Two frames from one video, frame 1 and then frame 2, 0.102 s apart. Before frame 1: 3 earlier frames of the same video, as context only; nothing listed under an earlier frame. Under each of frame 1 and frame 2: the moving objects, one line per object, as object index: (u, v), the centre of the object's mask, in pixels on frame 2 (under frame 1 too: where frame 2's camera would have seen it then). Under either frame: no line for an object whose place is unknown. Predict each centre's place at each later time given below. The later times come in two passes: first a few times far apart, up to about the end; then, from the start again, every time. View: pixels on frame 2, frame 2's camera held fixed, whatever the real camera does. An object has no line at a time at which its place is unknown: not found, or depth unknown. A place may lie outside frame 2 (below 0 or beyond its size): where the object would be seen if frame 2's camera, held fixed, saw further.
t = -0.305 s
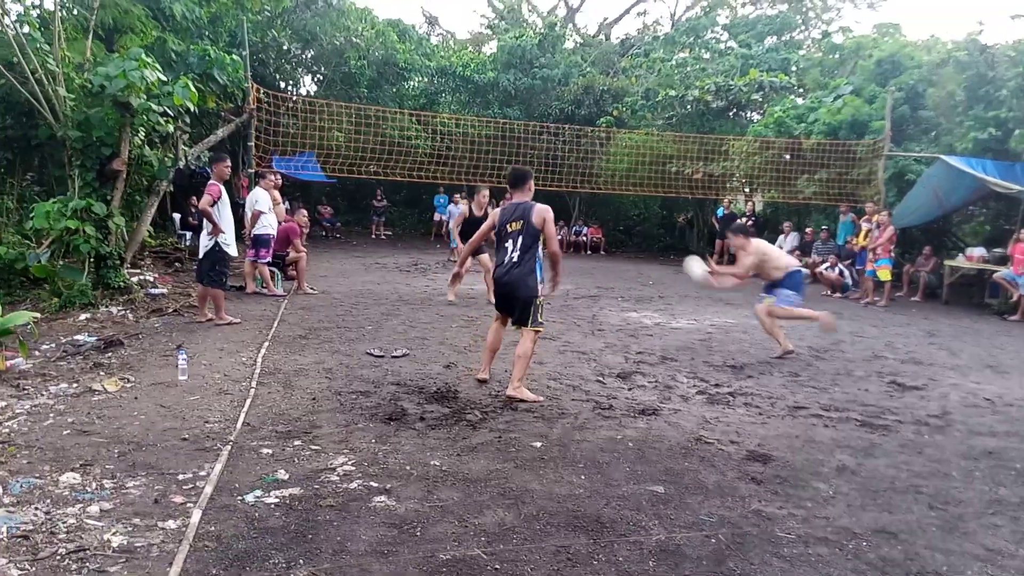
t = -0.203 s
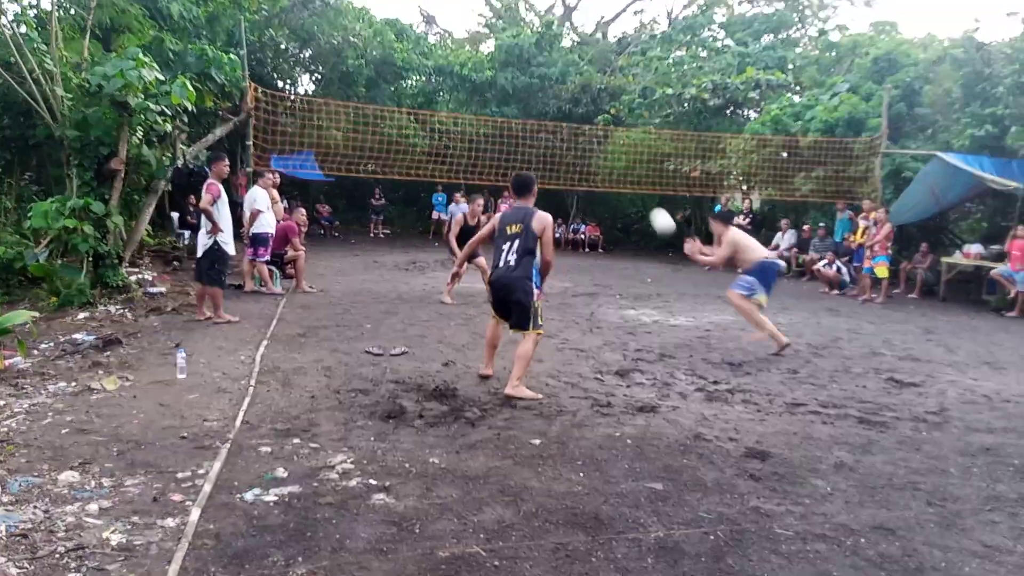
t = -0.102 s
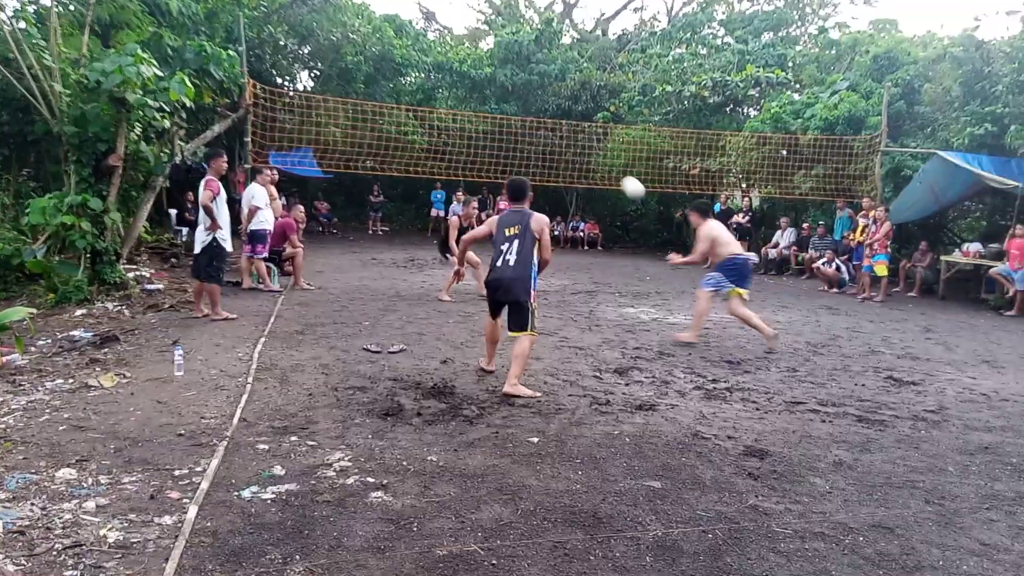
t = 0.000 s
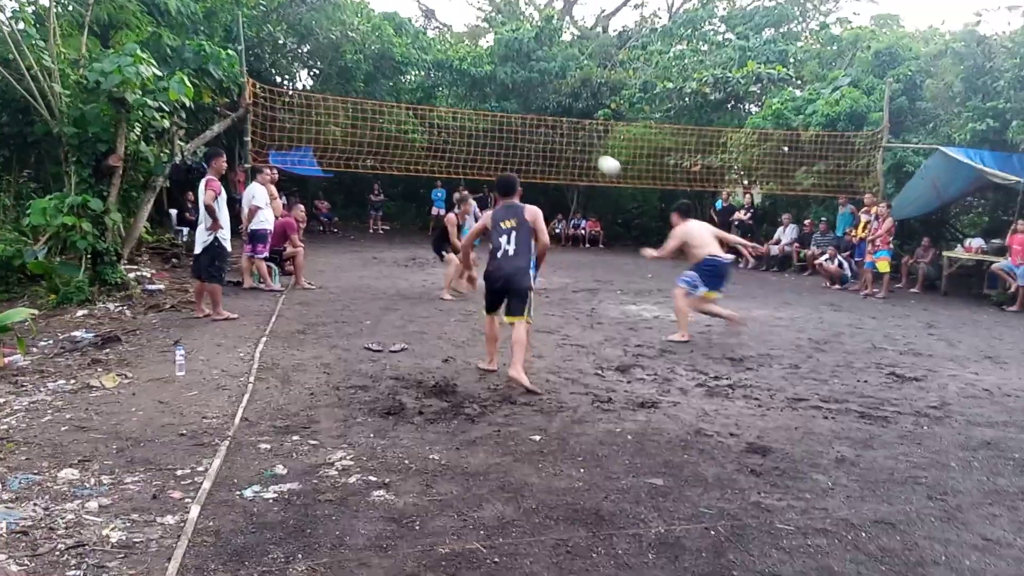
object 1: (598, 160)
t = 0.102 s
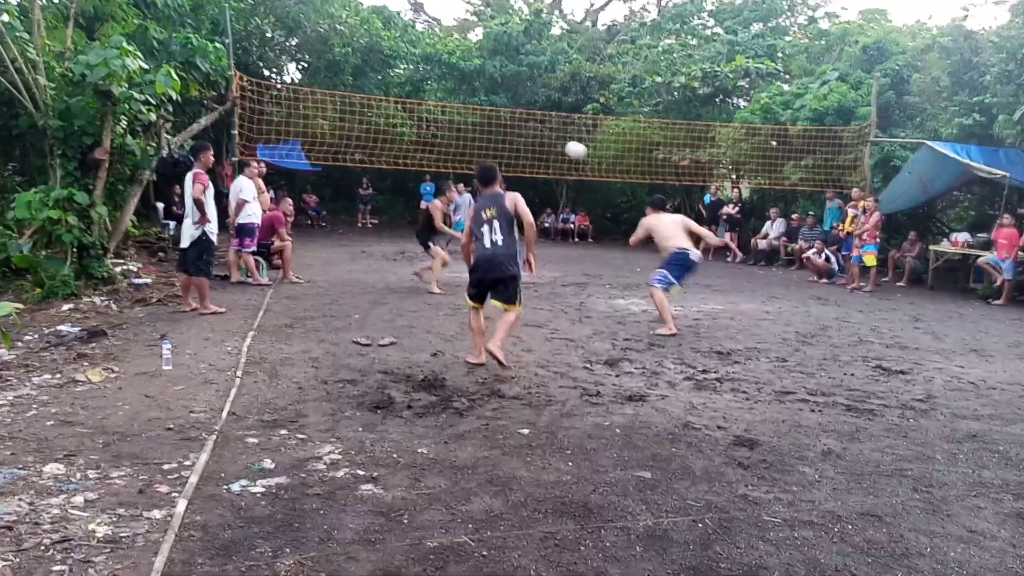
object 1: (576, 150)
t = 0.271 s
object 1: (543, 152)
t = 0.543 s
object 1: (542, 159)
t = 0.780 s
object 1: (563, 173)
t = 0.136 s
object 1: (569, 149)
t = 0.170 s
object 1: (562, 148)
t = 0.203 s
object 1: (556, 149)
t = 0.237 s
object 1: (550, 150)
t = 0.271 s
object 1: (543, 152)
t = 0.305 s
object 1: (538, 155)
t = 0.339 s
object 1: (535, 156)
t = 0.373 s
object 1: (533, 157)
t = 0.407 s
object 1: (533, 158)
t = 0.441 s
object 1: (534, 159)
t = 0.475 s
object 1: (535, 160)
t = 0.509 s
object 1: (538, 160)
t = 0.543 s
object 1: (542, 159)
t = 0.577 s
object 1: (544, 159)
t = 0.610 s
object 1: (548, 159)
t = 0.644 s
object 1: (551, 161)
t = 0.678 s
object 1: (554, 162)
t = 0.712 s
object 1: (557, 165)
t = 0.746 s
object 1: (560, 169)
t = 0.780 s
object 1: (563, 173)
